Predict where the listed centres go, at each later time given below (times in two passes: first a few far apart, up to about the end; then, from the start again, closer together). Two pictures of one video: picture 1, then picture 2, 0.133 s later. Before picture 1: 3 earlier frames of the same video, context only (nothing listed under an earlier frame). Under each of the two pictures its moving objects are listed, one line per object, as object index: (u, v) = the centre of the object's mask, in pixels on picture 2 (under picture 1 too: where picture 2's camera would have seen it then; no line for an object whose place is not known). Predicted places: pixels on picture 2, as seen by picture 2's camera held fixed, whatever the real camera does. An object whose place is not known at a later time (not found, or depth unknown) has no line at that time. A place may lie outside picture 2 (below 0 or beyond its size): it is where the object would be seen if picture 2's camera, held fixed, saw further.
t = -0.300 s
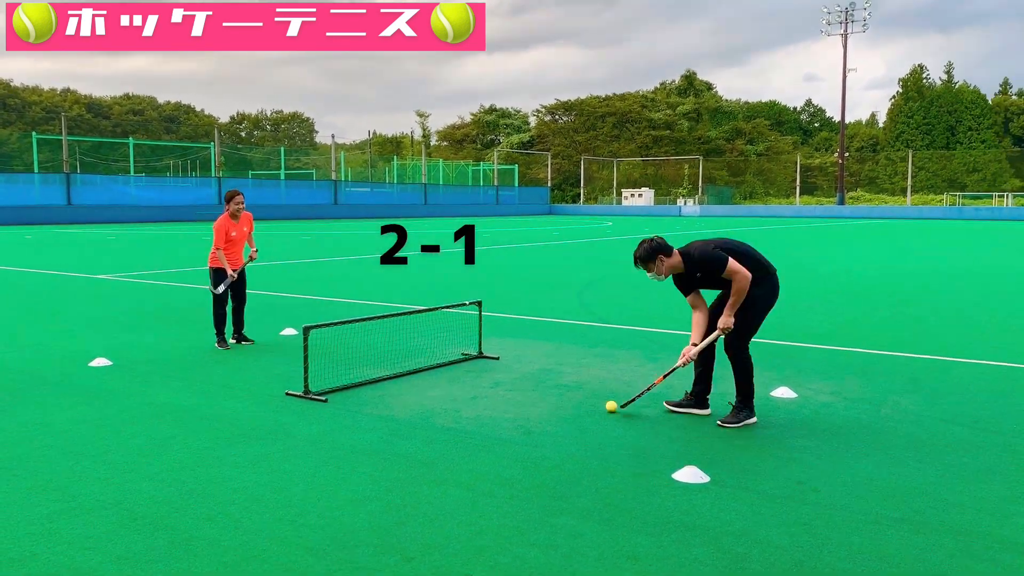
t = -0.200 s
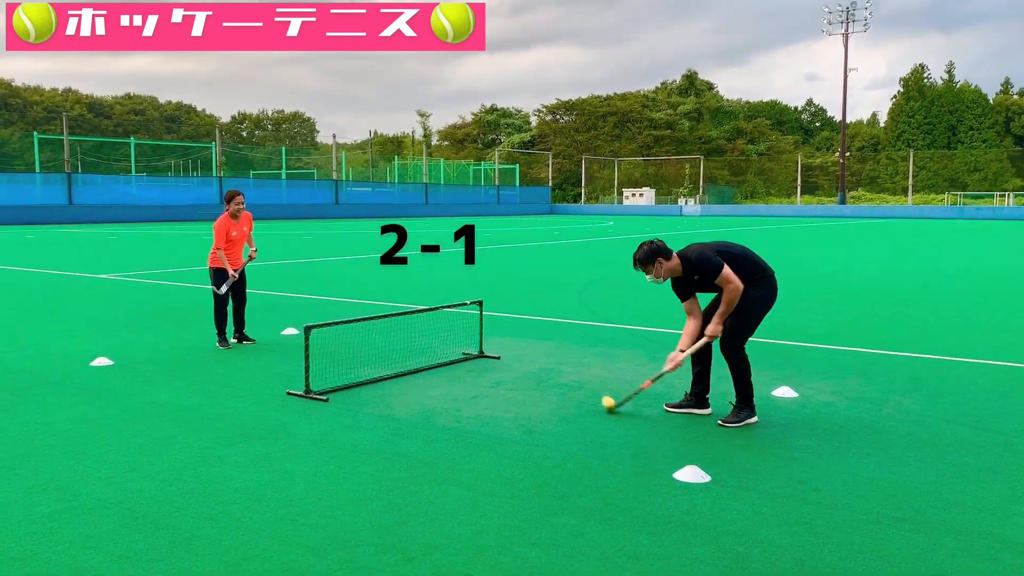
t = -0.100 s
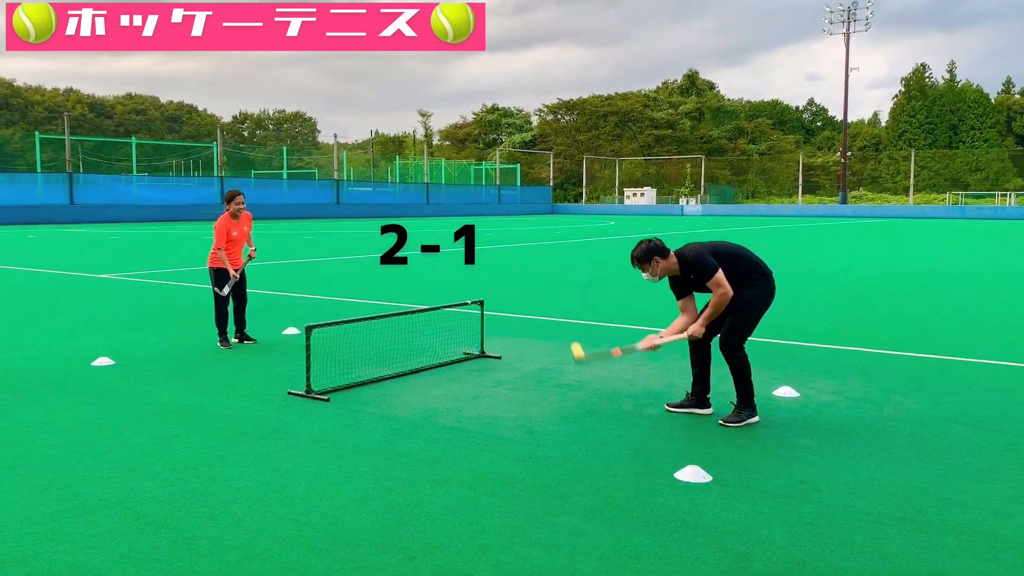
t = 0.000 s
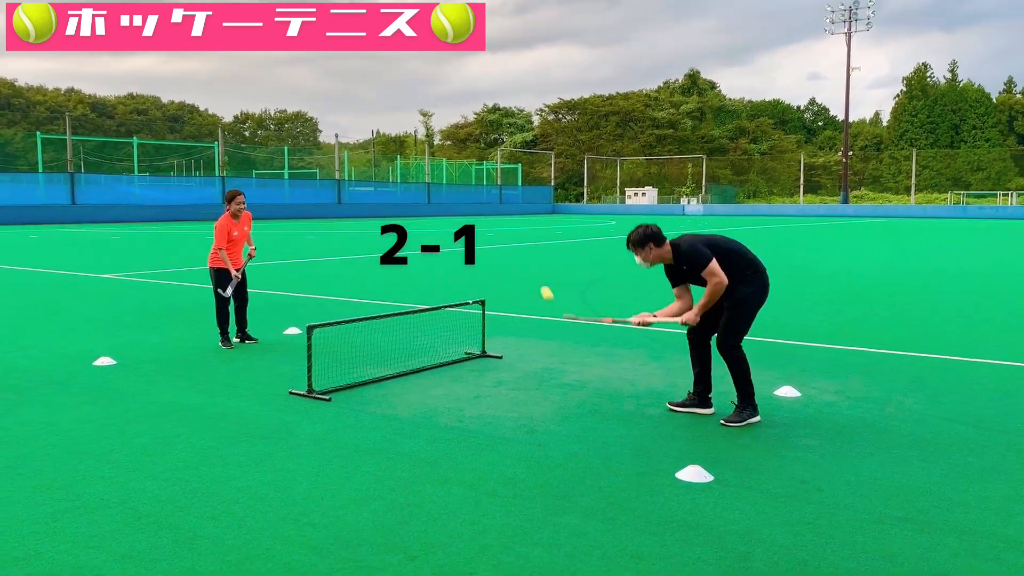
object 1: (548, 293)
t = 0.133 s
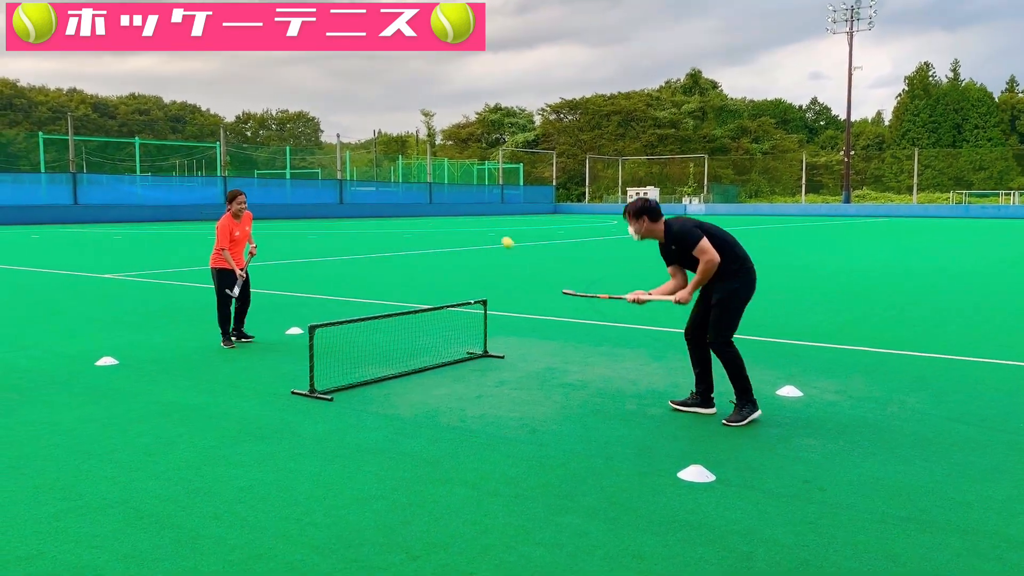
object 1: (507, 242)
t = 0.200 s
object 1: (488, 227)
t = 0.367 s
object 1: (442, 216)
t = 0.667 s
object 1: (368, 283)
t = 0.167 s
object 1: (497, 234)
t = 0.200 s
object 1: (488, 227)
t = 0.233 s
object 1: (478, 222)
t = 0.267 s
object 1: (469, 218)
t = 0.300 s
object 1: (460, 216)
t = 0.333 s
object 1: (451, 216)
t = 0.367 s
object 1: (442, 216)
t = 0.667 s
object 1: (368, 283)
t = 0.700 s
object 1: (362, 296)
